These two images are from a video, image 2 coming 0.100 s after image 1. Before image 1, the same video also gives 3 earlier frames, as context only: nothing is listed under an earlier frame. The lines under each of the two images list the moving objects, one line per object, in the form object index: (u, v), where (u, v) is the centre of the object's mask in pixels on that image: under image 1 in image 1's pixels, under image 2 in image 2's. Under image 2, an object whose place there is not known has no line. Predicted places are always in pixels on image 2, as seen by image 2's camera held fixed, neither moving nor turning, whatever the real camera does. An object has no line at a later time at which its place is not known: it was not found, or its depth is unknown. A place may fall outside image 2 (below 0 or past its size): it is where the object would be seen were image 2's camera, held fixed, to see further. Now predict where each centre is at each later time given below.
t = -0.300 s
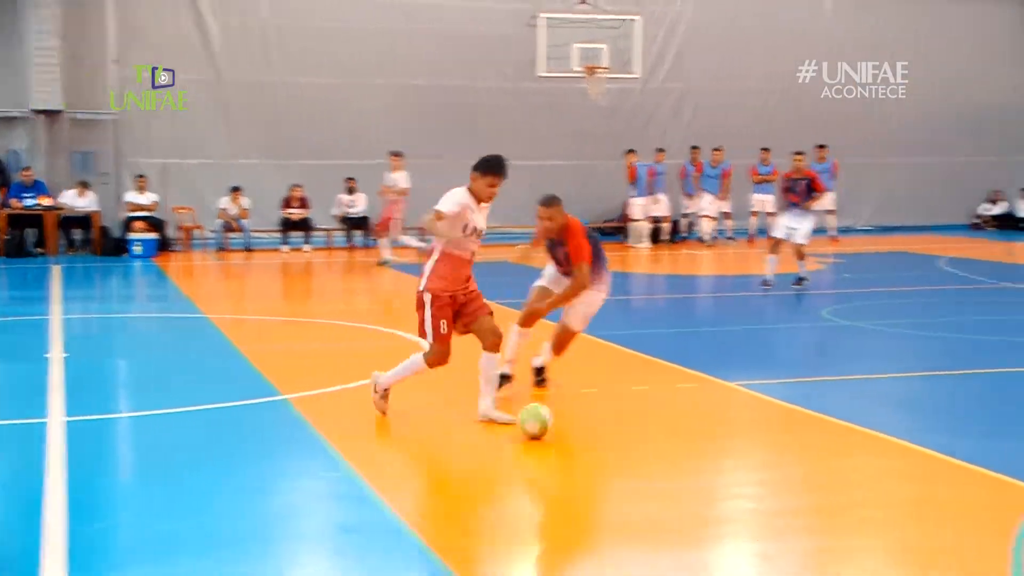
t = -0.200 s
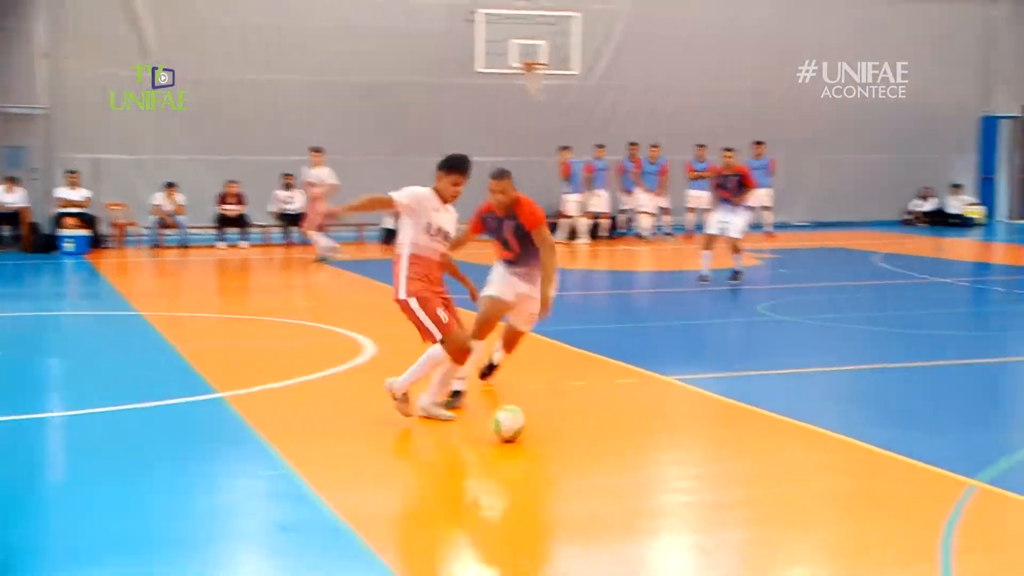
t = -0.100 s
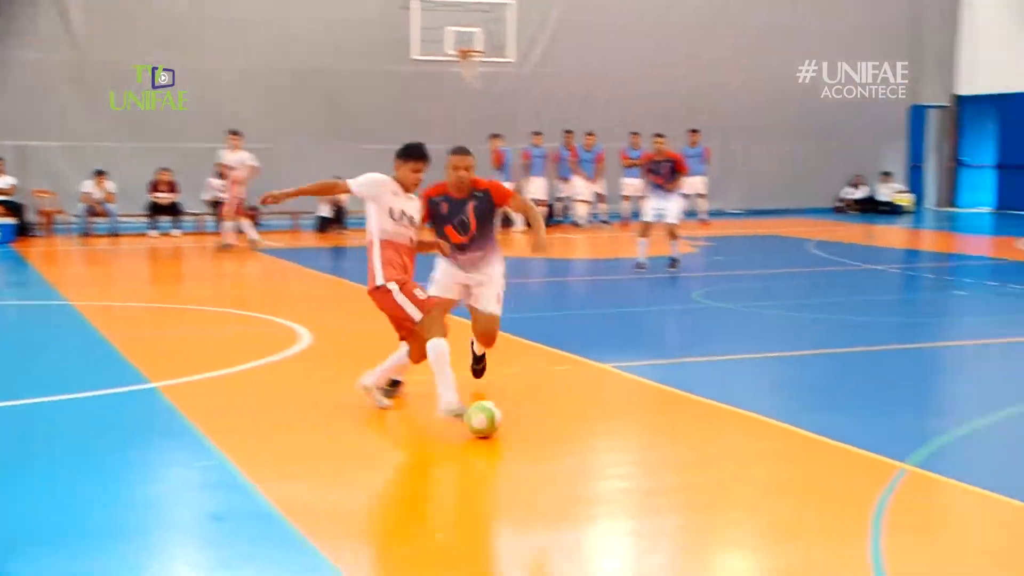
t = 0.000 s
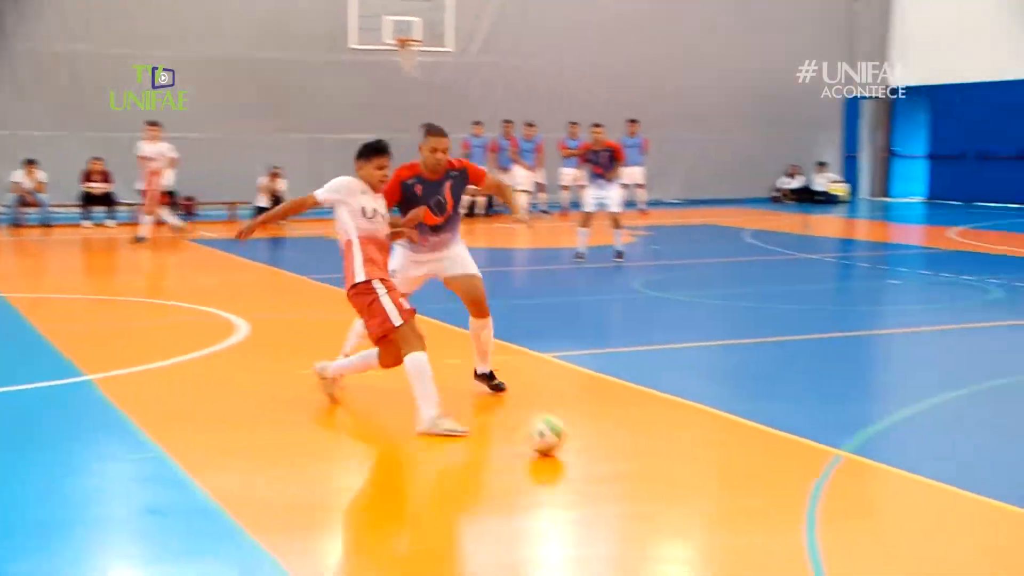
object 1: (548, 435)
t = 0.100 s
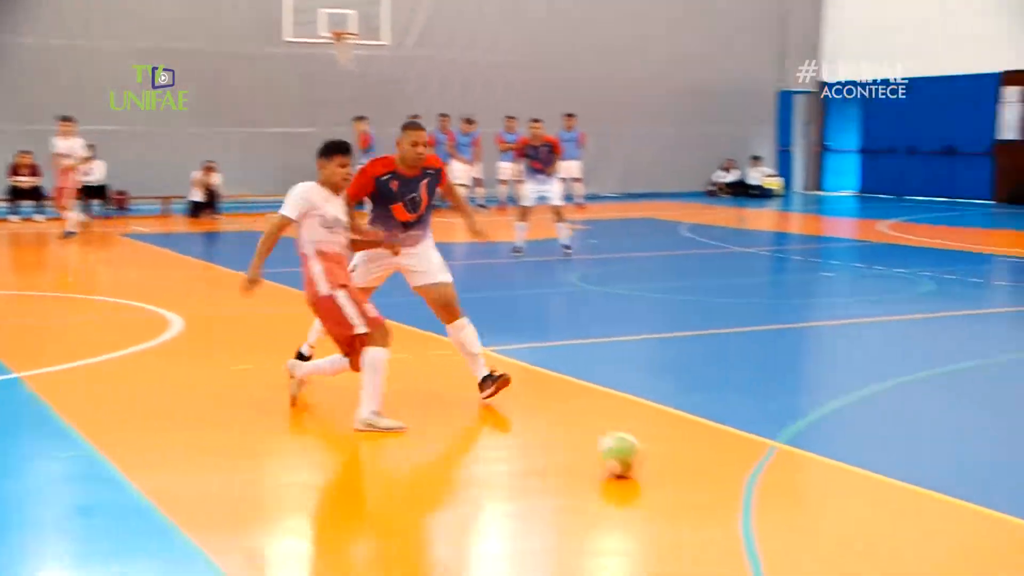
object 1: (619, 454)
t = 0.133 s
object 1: (669, 463)
